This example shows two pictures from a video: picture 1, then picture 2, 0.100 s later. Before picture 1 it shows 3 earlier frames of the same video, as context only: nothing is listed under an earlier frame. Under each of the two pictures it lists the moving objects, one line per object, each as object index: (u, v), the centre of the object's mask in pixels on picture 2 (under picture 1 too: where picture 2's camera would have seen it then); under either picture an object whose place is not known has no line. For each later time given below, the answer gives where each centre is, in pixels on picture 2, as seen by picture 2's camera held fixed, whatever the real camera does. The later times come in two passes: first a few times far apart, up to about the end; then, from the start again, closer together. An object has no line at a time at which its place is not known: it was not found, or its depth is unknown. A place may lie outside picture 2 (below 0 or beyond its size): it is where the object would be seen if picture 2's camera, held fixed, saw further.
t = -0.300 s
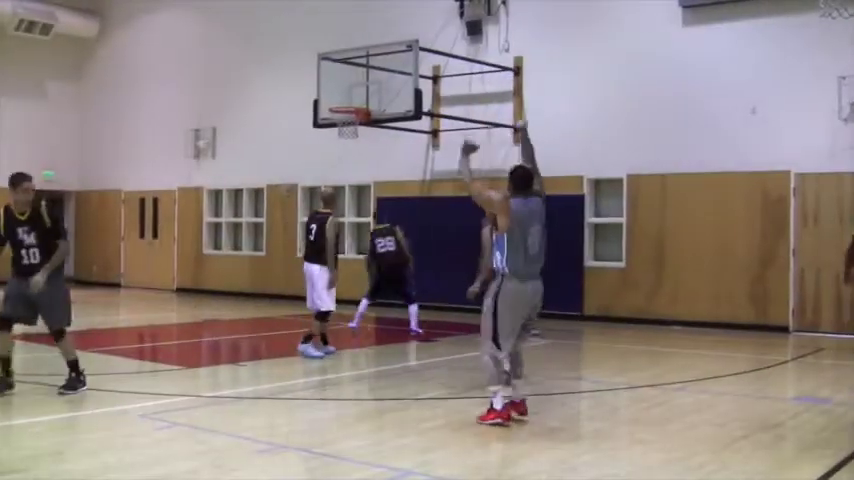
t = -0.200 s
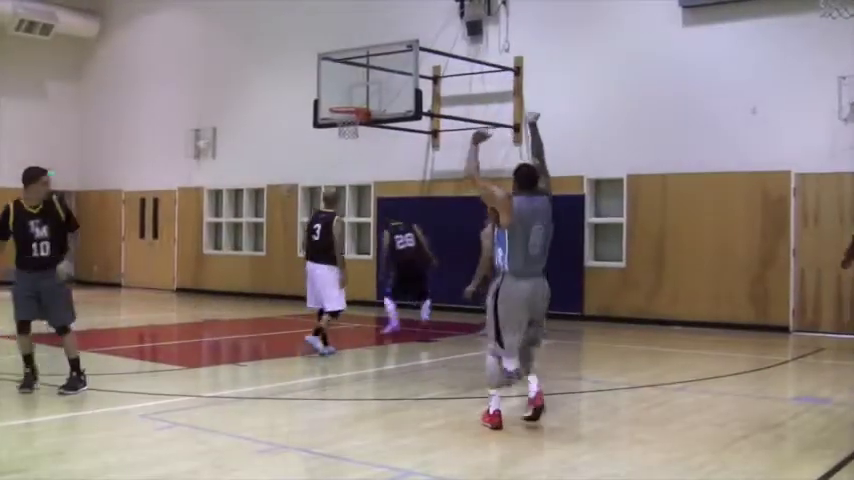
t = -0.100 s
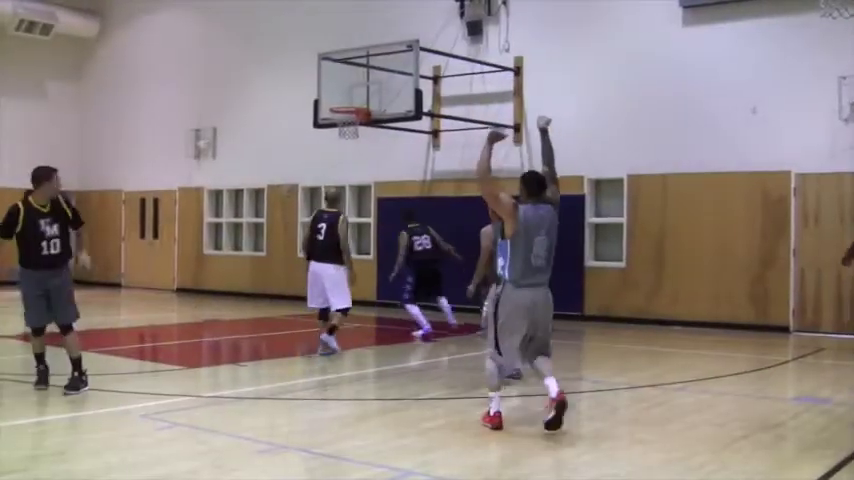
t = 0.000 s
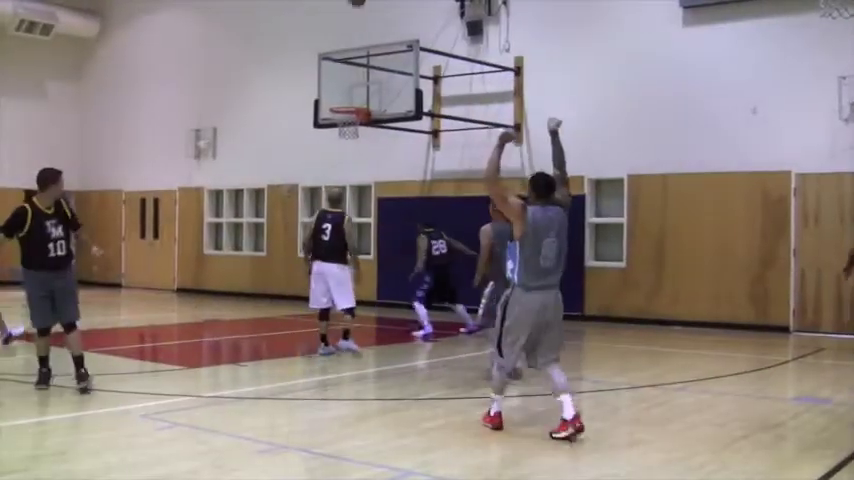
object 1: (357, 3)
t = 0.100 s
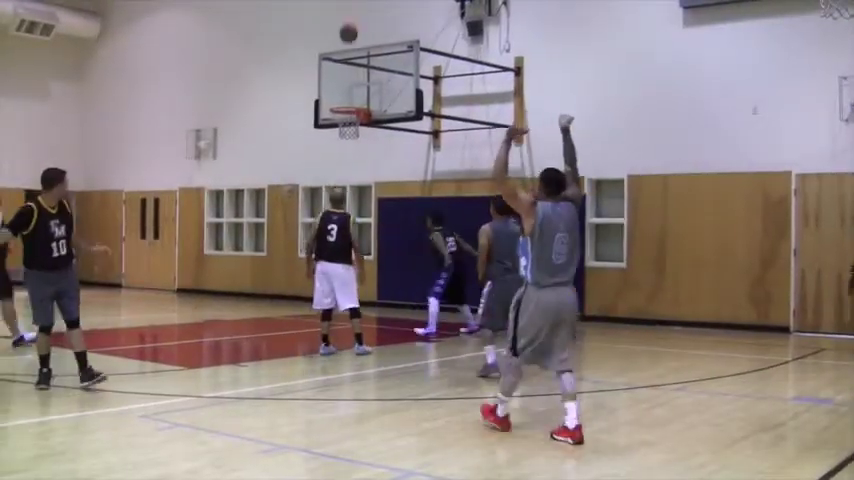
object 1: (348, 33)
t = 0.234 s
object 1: (337, 88)
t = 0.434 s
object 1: (332, 90)
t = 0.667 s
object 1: (322, 98)
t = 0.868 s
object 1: (296, 122)
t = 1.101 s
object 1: (265, 184)
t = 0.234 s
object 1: (337, 88)
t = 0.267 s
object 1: (335, 100)
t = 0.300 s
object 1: (335, 97)
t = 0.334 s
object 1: (334, 94)
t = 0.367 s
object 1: (334, 92)
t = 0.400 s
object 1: (333, 90)
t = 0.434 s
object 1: (332, 90)
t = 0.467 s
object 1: (332, 90)
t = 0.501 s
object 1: (332, 91)
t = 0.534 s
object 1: (332, 93)
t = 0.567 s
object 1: (331, 95)
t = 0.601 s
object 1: (328, 96)
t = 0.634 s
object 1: (325, 96)
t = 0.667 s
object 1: (322, 98)
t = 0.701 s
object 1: (316, 101)
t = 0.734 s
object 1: (312, 103)
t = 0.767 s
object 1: (308, 107)
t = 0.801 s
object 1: (304, 111)
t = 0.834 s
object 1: (300, 116)
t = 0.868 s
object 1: (296, 122)
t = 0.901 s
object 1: (291, 129)
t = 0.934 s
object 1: (287, 136)
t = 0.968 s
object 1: (283, 145)
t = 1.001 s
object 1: (278, 153)
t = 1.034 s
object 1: (274, 164)
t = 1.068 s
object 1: (270, 174)
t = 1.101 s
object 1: (265, 184)
